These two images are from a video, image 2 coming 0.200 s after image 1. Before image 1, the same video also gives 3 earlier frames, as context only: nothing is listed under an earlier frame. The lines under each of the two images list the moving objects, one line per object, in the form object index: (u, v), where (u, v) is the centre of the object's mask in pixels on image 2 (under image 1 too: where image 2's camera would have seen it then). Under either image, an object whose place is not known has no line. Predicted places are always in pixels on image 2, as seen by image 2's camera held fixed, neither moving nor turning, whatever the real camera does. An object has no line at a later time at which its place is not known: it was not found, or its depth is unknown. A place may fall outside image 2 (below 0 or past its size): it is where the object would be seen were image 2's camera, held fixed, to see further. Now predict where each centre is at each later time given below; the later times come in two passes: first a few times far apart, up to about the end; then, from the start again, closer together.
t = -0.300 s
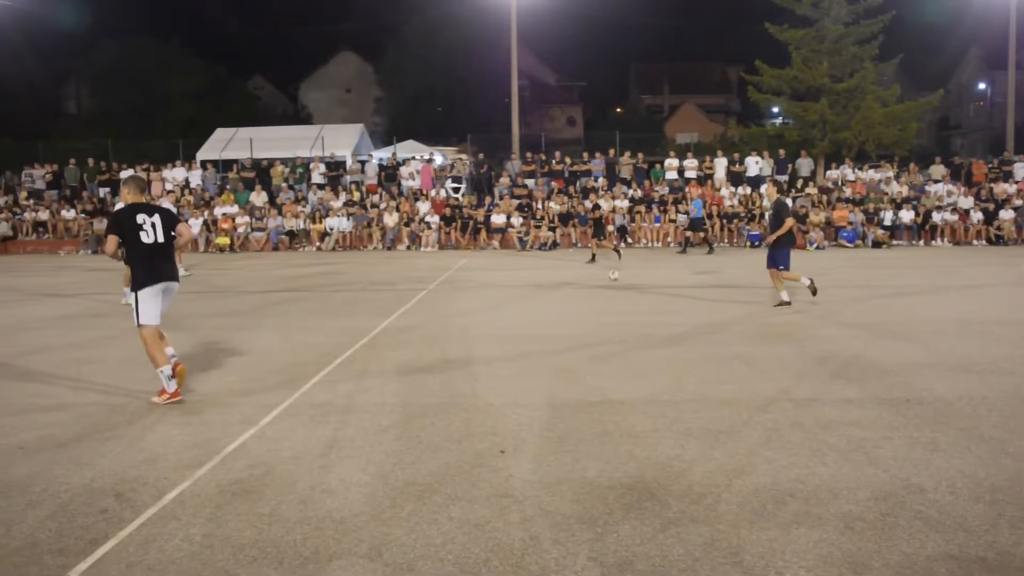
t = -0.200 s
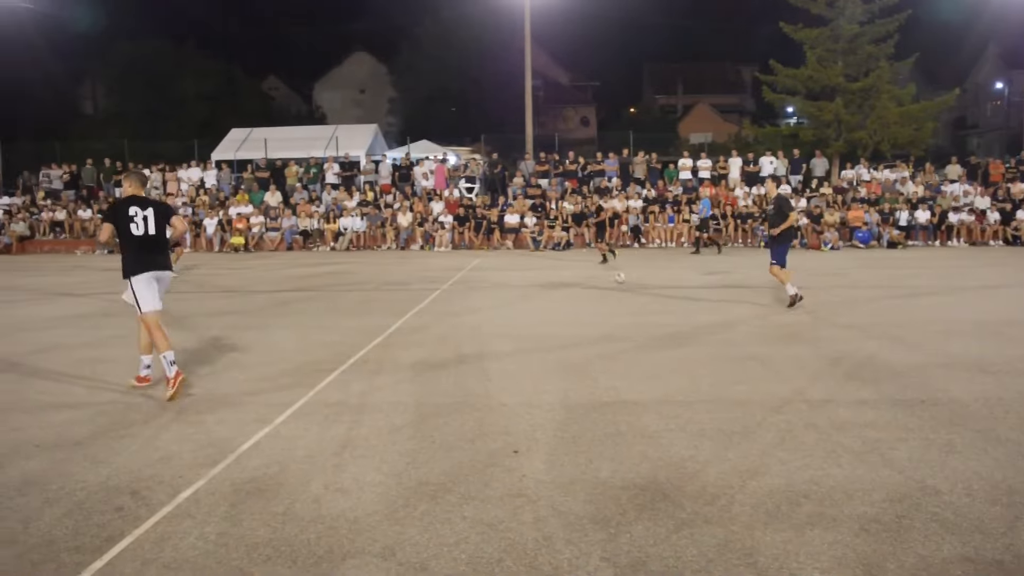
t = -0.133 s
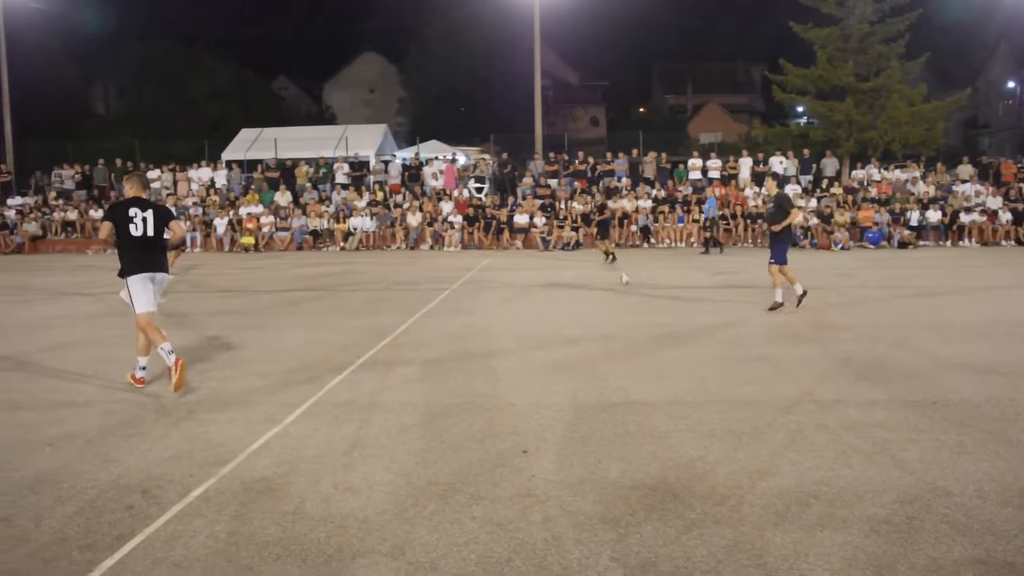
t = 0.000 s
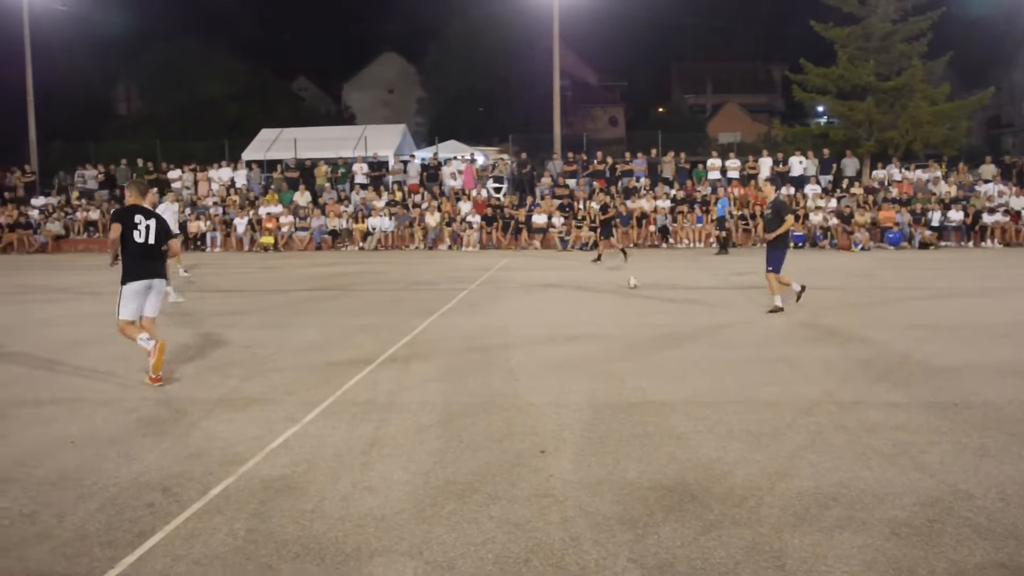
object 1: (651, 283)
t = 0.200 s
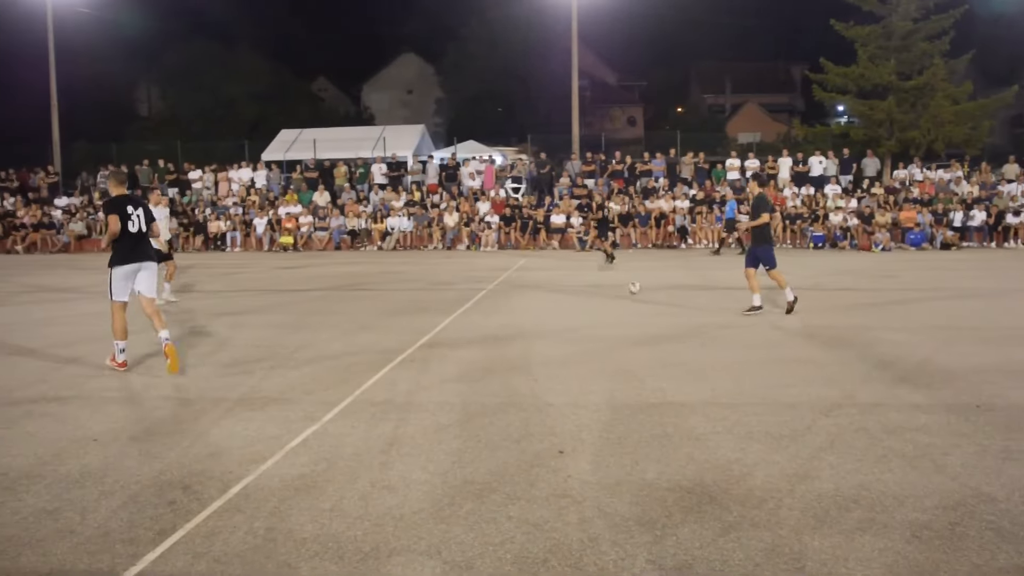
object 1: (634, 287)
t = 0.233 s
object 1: (631, 288)
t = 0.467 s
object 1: (610, 295)
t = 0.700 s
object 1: (586, 302)
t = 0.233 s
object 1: (631, 288)
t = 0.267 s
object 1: (628, 289)
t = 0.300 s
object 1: (624, 290)
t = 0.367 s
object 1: (620, 292)
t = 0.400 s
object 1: (616, 293)
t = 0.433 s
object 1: (614, 294)
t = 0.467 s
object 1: (610, 295)
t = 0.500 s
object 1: (606, 296)
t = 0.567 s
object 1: (600, 298)
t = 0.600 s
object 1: (596, 299)
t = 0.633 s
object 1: (593, 300)
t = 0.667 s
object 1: (589, 301)
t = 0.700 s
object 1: (586, 302)
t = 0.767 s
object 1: (578, 305)
